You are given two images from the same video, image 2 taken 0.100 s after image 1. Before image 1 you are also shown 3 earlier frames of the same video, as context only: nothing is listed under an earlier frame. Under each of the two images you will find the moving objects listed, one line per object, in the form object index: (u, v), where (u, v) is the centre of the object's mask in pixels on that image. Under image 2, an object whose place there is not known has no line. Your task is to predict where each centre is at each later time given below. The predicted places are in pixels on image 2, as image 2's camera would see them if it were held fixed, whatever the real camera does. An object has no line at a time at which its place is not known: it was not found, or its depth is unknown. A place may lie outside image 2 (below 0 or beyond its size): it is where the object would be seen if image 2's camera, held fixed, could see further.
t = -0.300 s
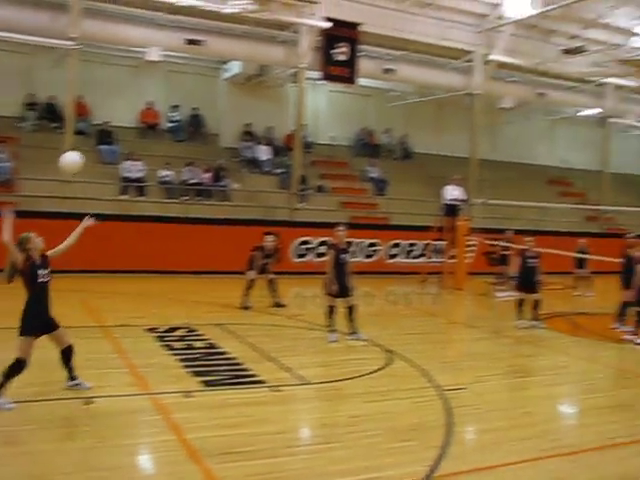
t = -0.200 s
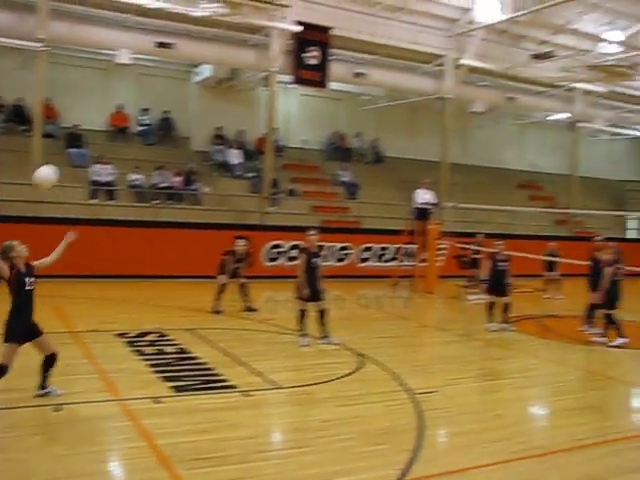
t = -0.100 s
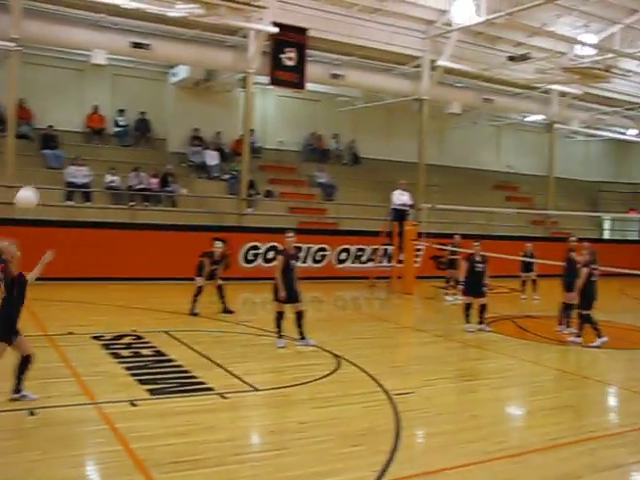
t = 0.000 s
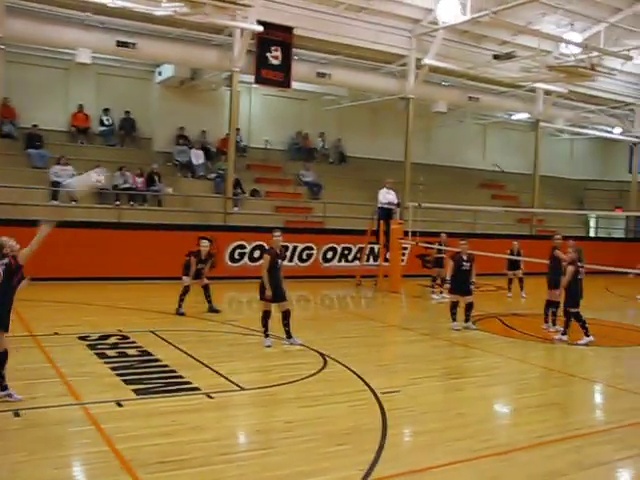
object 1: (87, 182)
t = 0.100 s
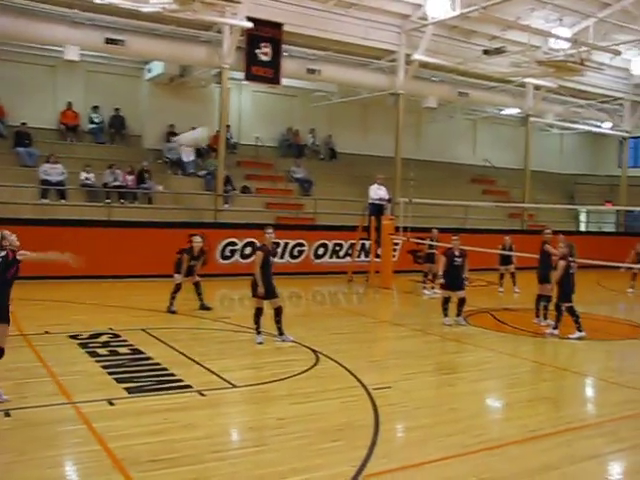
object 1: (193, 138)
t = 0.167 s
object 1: (259, 119)
